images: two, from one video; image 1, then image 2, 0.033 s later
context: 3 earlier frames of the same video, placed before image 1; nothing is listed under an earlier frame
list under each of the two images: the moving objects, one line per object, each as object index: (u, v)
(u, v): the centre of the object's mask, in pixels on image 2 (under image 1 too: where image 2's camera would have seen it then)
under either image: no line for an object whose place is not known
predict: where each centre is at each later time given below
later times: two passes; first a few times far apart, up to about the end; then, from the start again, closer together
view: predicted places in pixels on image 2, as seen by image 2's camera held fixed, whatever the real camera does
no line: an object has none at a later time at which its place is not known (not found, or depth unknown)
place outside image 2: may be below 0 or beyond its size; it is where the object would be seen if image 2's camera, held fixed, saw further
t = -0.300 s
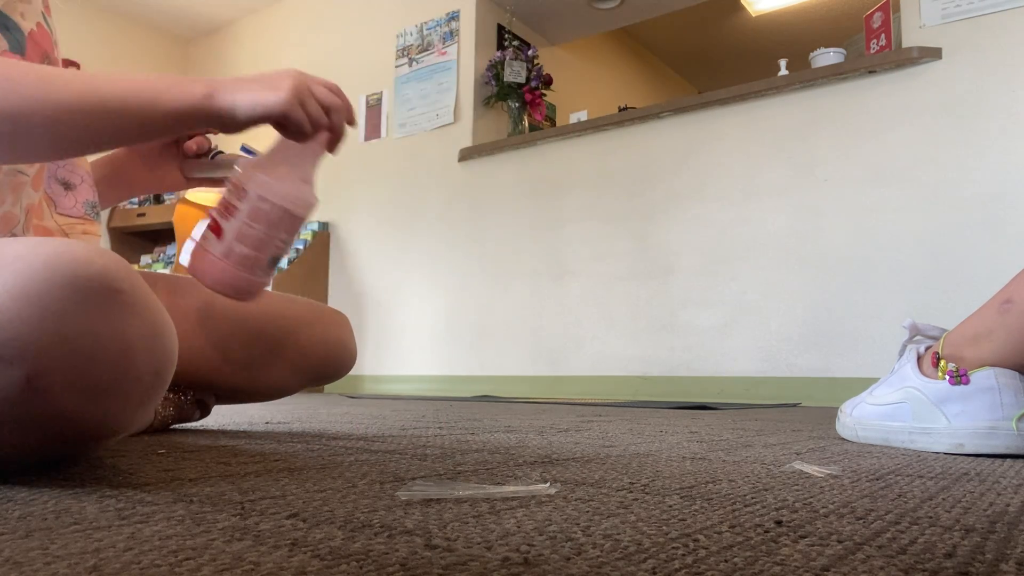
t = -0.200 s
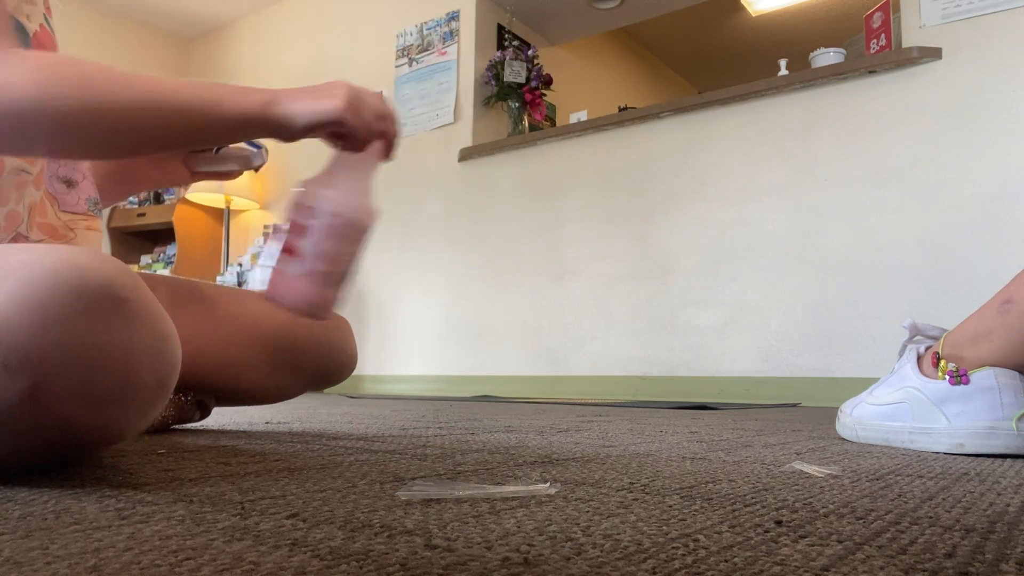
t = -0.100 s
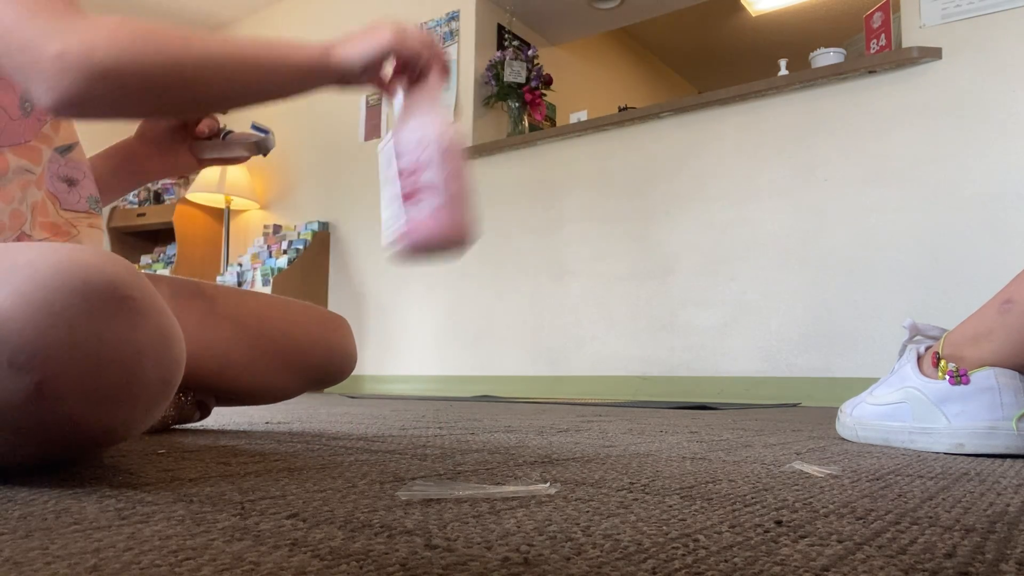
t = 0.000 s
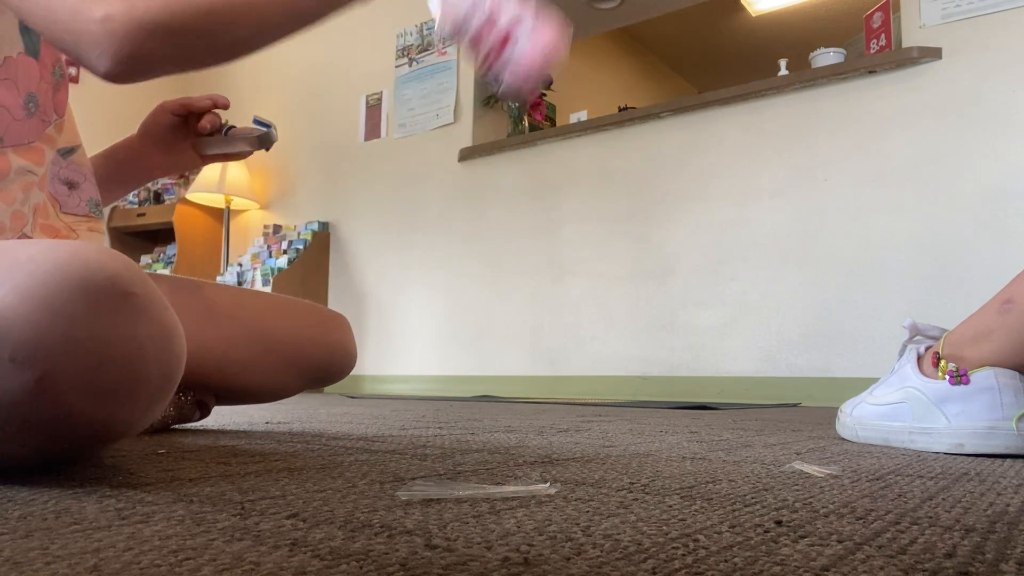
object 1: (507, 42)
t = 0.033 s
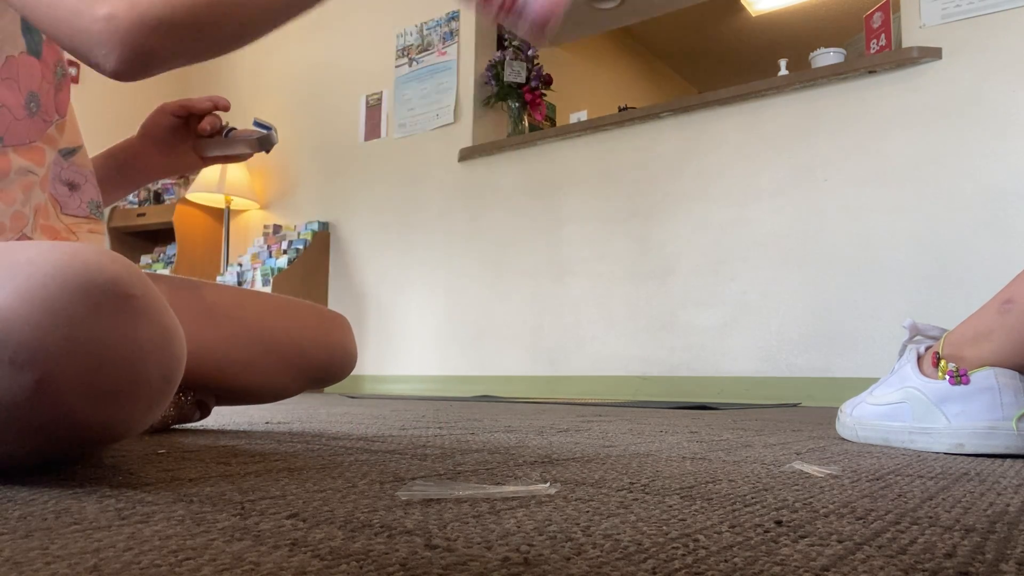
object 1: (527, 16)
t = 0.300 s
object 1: (504, 26)
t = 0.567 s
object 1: (375, 400)
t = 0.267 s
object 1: (483, 13)
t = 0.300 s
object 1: (504, 26)
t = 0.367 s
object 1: (468, 49)
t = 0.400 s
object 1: (450, 91)
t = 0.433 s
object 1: (432, 159)
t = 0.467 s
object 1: (417, 242)
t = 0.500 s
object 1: (398, 351)
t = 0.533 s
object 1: (376, 401)
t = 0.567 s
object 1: (375, 400)
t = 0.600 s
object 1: (375, 400)
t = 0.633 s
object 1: (376, 400)
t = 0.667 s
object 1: (375, 400)
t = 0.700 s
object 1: (375, 400)
